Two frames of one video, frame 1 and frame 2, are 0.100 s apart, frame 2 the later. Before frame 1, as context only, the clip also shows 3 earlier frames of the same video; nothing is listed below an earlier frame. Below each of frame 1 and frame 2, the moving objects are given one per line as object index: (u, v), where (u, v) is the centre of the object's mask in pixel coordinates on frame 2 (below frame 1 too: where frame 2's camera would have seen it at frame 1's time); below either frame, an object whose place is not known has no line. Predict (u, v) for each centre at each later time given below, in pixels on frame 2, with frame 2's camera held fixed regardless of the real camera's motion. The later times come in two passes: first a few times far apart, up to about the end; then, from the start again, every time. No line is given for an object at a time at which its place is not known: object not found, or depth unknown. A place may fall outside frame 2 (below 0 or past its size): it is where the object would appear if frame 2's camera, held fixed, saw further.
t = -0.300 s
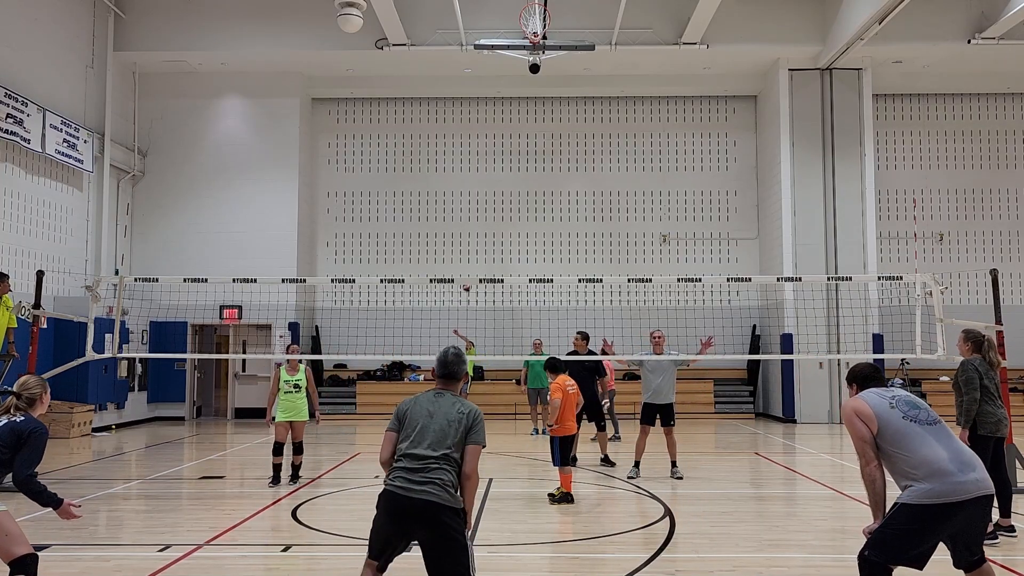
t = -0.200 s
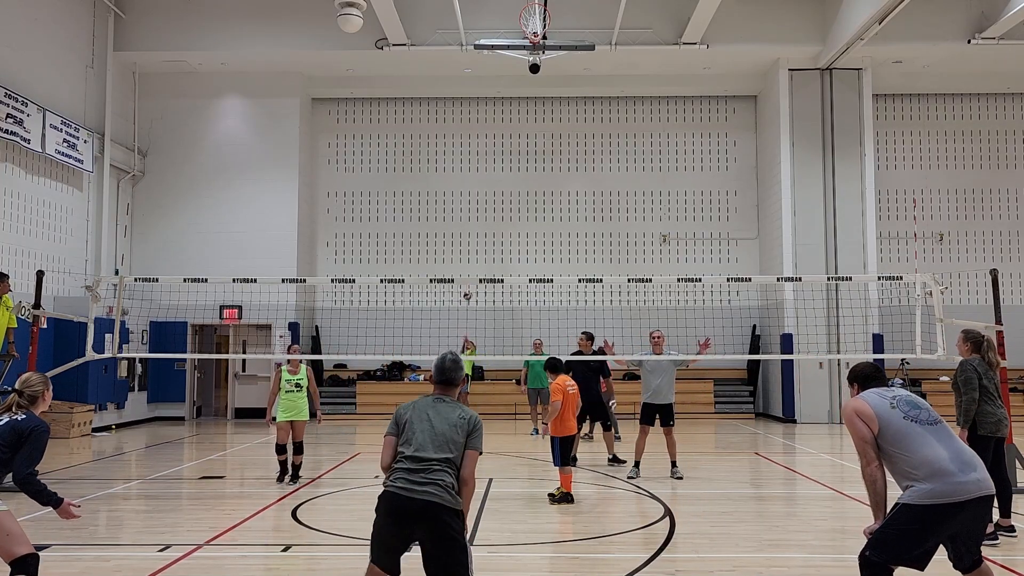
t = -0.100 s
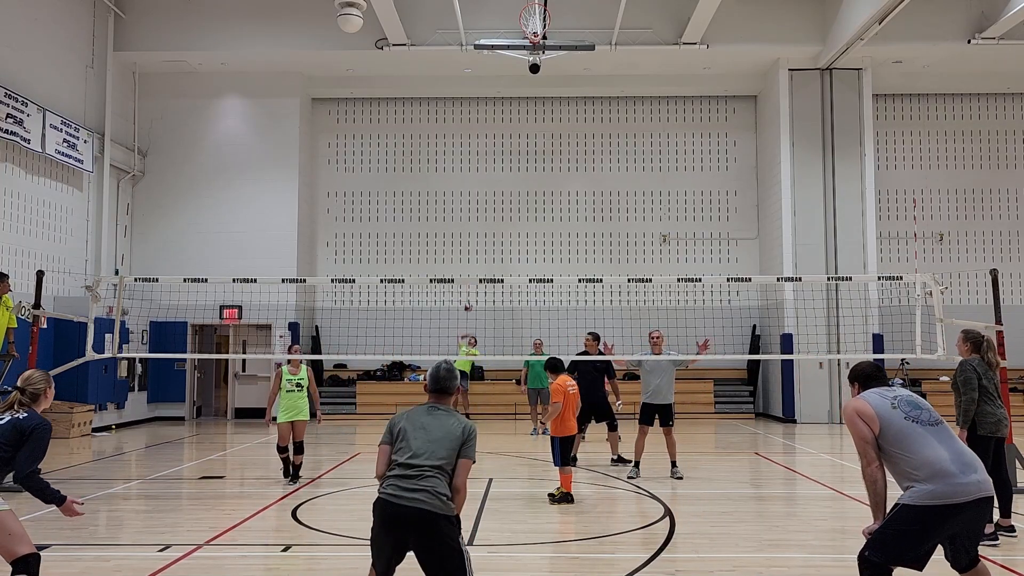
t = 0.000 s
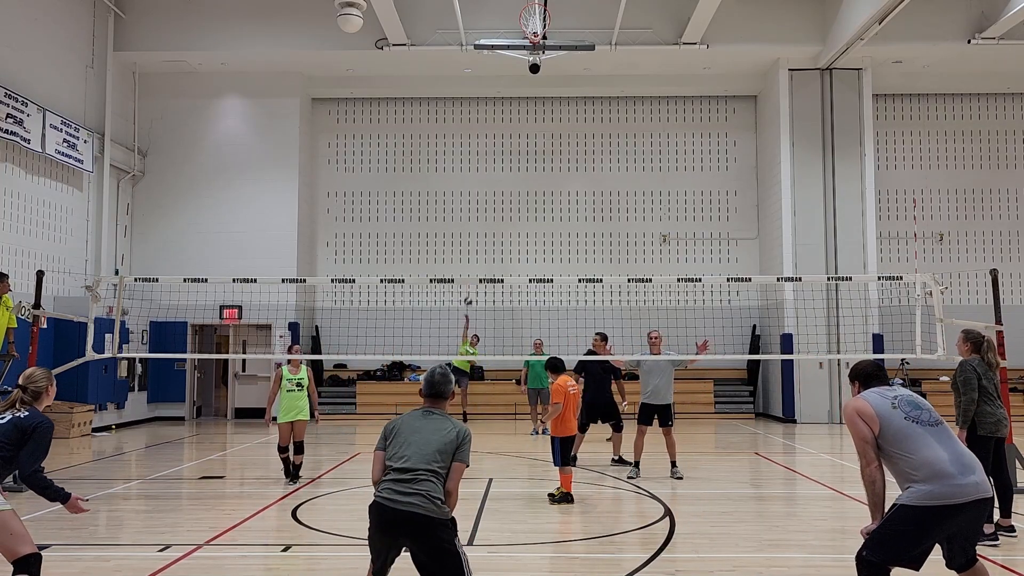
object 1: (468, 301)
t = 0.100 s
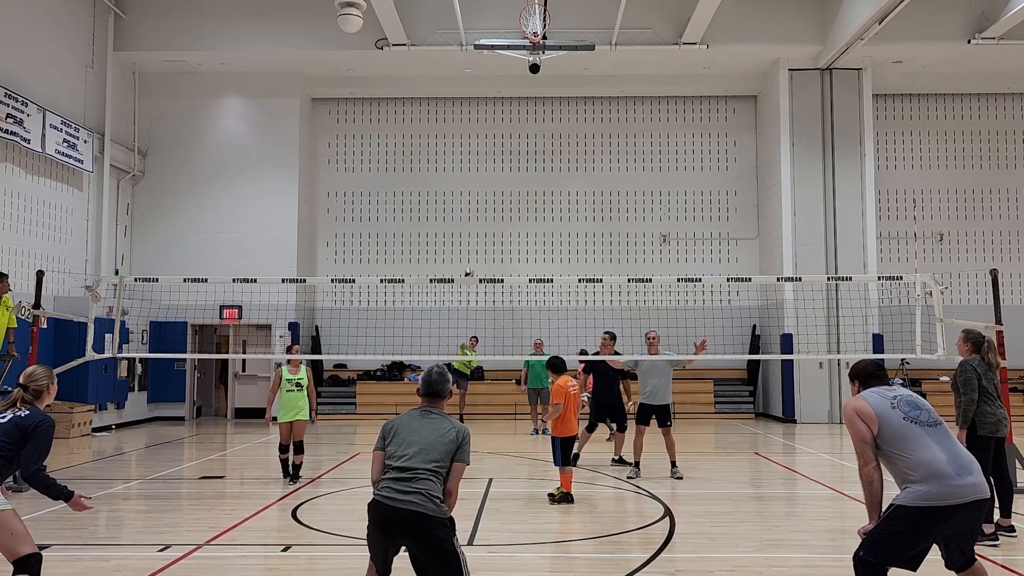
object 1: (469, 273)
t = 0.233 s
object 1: (471, 243)
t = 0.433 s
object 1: (478, 214)
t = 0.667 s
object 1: (496, 213)
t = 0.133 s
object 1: (469, 266)
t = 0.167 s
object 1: (470, 261)
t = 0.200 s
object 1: (470, 255)
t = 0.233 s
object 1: (471, 243)
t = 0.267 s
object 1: (471, 239)
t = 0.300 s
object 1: (473, 233)
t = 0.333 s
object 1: (474, 225)
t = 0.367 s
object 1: (475, 220)
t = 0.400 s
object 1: (477, 218)
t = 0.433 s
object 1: (478, 214)
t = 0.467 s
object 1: (481, 210)
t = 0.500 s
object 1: (482, 209)
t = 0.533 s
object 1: (485, 207)
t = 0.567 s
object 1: (488, 207)
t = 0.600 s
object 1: (492, 209)
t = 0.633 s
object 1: (493, 210)
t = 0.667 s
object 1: (496, 213)
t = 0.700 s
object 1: (502, 222)
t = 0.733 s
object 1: (504, 224)
